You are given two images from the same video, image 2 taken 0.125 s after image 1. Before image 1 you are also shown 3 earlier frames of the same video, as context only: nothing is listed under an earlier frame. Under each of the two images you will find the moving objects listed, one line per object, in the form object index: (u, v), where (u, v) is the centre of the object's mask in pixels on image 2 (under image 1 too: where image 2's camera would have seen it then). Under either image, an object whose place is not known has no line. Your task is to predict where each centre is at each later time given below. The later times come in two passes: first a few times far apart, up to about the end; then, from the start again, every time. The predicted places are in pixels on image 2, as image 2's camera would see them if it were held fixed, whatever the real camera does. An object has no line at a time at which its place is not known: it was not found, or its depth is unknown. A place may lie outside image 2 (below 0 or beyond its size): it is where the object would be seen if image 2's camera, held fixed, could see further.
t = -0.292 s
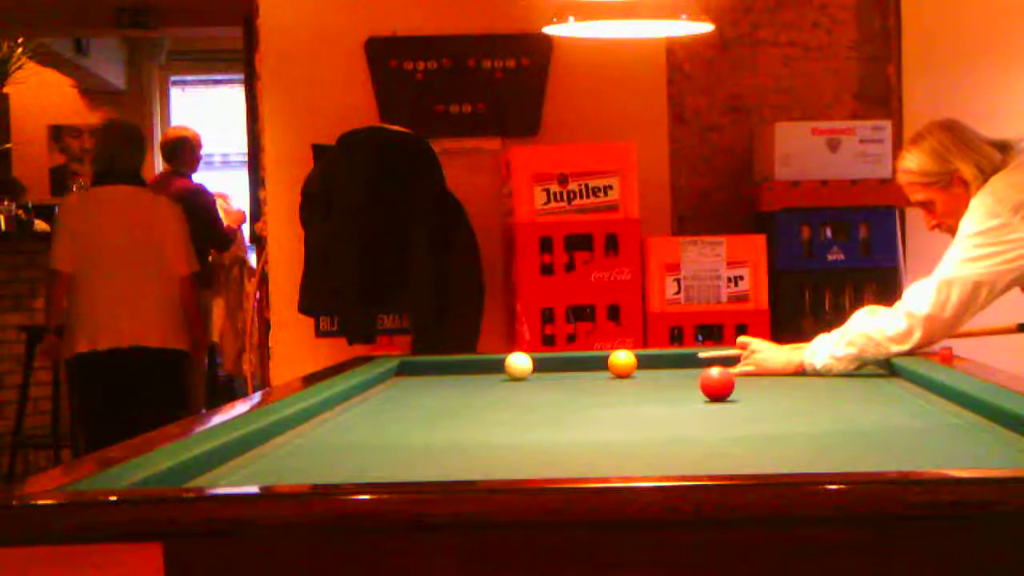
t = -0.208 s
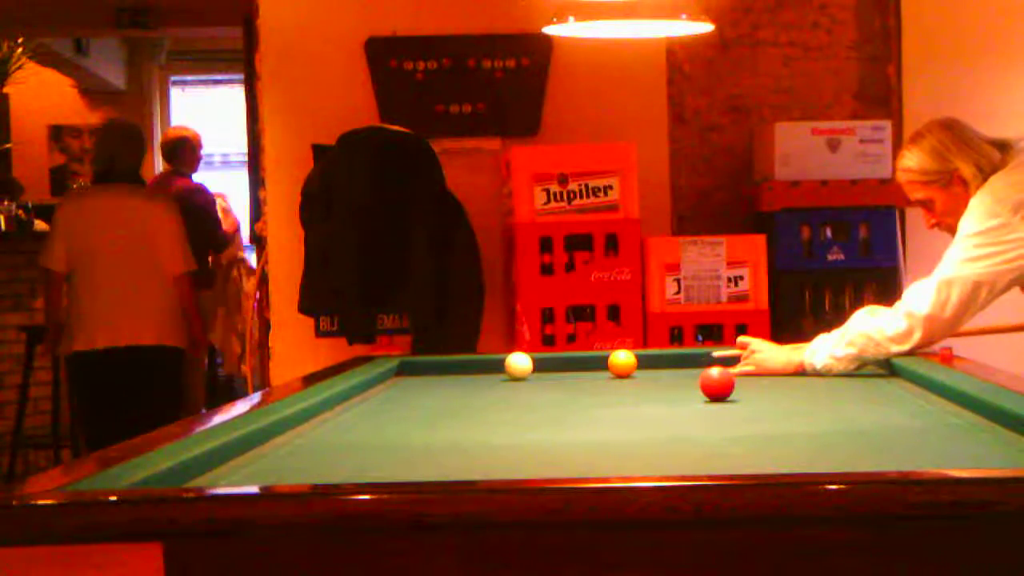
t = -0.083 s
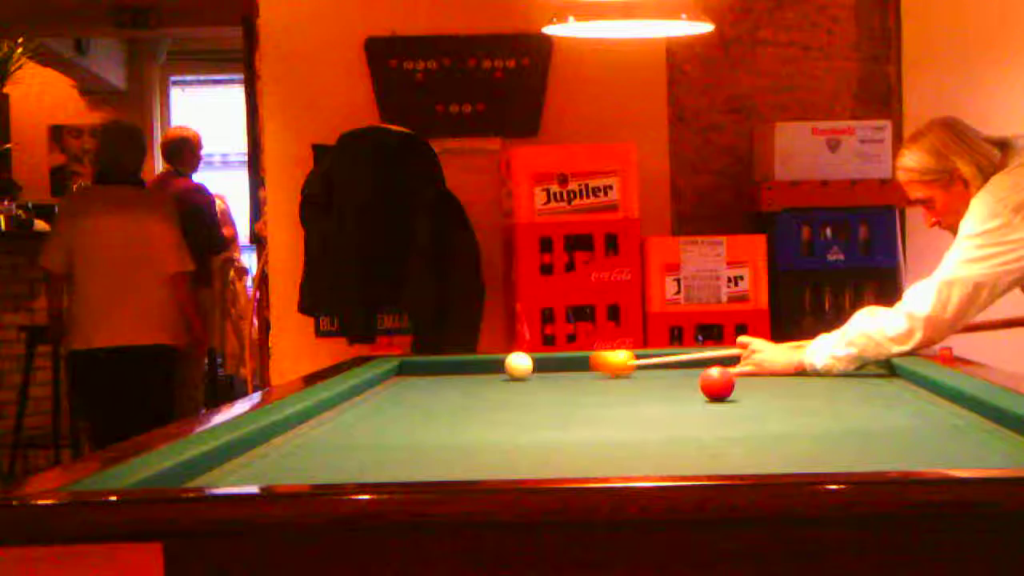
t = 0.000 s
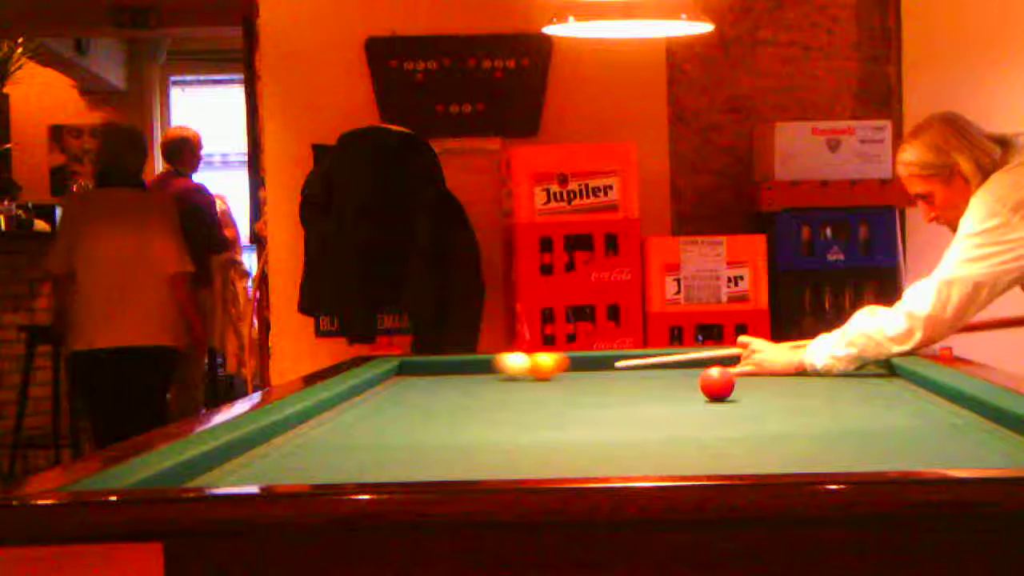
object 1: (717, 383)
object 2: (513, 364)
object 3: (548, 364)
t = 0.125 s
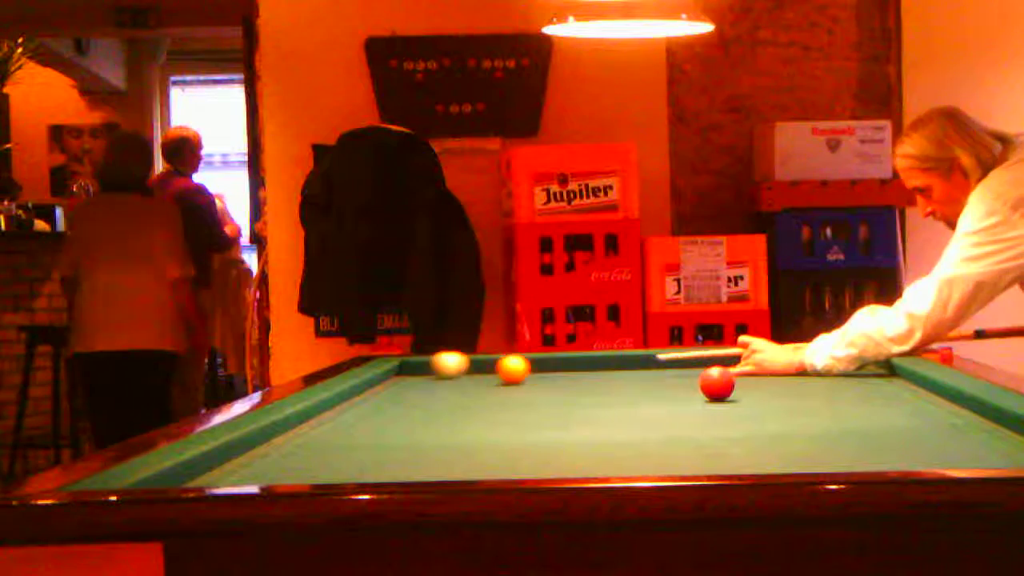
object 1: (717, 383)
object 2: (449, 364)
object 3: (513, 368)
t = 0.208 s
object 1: (717, 383)
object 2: (416, 364)
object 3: (493, 371)
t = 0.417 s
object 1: (717, 383)
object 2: (460, 361)
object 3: (440, 377)
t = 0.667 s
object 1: (717, 383)
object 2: (515, 363)
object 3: (373, 385)
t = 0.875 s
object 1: (717, 383)
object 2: (563, 363)
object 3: (377, 392)
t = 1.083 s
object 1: (717, 383)
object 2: (612, 363)
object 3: (395, 398)
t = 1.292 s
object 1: (717, 383)
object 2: (661, 363)
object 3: (416, 406)
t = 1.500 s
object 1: (717, 383)
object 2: (711, 360)
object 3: (438, 414)
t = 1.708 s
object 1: (717, 383)
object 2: (762, 364)
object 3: (461, 423)
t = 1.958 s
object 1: (717, 383)
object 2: (824, 365)
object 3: (493, 435)
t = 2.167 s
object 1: (717, 383)
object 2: (876, 365)
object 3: (523, 447)
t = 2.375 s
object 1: (717, 383)
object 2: (859, 368)
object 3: (556, 457)
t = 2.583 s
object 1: (717, 383)
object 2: (831, 370)
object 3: (593, 465)
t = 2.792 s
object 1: (717, 382)
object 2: (804, 373)
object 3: (641, 463)
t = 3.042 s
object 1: (717, 383)
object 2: (771, 376)
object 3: (696, 456)
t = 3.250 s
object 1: (717, 383)
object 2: (746, 378)
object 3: (736, 450)
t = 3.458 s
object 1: (714, 384)
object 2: (725, 371)
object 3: (772, 443)
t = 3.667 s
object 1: (709, 385)
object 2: (693, 375)
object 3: (805, 435)
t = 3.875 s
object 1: (704, 386)
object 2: (678, 380)
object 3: (834, 427)
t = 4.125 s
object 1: (697, 387)
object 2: (662, 382)
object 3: (865, 419)
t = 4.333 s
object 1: (692, 388)
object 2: (646, 382)
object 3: (889, 413)
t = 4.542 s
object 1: (687, 389)
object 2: (631, 383)
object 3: (911, 408)
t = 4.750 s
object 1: (681, 390)
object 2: (617, 383)
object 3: (930, 403)
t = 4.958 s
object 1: (677, 391)
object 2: (604, 383)
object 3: (948, 399)
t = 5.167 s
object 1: (673, 391)
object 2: (591, 383)
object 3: (937, 396)
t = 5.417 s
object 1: (668, 392)
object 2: (577, 383)
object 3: (915, 394)
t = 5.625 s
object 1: (665, 392)
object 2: (567, 383)
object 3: (898, 392)
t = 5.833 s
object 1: (662, 393)
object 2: (557, 384)
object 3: (882, 390)
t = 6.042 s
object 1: (659, 393)
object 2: (549, 384)
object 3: (866, 389)
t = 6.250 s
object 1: (658, 394)
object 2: (541, 384)
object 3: (852, 388)
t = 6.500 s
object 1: (657, 394)
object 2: (533, 384)
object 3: (836, 386)
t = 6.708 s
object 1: (656, 394)
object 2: (527, 384)
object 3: (824, 385)
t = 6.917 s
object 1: (656, 394)
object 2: (521, 384)
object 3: (812, 384)
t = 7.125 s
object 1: (656, 394)
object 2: (517, 384)
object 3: (801, 383)
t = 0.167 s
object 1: (717, 383)
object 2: (432, 364)
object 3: (503, 370)
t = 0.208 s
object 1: (717, 383)
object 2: (416, 364)
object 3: (493, 371)
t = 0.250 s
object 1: (717, 383)
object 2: (418, 363)
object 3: (483, 373)
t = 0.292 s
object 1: (717, 383)
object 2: (430, 363)
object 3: (472, 373)
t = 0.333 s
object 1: (717, 383)
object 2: (438, 362)
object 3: (463, 375)
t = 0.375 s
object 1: (717, 383)
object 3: (452, 375)
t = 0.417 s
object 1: (717, 383)
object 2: (460, 361)
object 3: (440, 377)
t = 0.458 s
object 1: (717, 383)
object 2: (468, 363)
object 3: (430, 379)
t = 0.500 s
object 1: (717, 383)
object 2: (477, 363)
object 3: (419, 380)
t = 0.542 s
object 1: (717, 383)
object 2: (486, 363)
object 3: (407, 382)
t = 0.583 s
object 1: (717, 383)
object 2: (496, 363)
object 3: (396, 383)
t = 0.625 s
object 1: (717, 383)
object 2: (505, 363)
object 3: (385, 384)
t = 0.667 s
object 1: (717, 383)
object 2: (515, 363)
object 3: (373, 385)
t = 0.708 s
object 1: (717, 383)
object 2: (525, 363)
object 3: (365, 387)
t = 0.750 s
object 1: (717, 383)
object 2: (534, 363)
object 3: (367, 388)
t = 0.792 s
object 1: (717, 383)
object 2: (544, 363)
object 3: (370, 390)
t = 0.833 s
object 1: (717, 383)
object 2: (553, 363)
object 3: (374, 391)
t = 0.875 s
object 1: (717, 383)
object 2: (563, 363)
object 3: (377, 392)
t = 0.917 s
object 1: (717, 383)
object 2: (573, 364)
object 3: (381, 393)
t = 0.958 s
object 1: (717, 383)
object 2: (582, 364)
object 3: (385, 395)
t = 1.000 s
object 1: (717, 383)
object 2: (592, 363)
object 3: (388, 396)
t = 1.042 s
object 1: (717, 383)
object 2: (602, 363)
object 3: (392, 397)
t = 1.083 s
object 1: (717, 383)
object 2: (612, 363)
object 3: (395, 398)
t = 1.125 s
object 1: (717, 383)
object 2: (622, 363)
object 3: (399, 400)
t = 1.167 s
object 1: (717, 383)
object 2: (632, 363)
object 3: (403, 402)
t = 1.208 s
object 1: (717, 383)
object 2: (642, 363)
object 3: (407, 403)
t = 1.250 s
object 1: (717, 383)
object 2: (651, 363)
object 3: (412, 405)
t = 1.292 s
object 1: (717, 383)
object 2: (661, 363)
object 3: (416, 406)
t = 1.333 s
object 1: (717, 383)
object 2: (672, 364)
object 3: (420, 408)
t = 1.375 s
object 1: (717, 383)
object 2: (681, 363)
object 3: (424, 409)
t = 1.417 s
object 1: (717, 383)
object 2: (691, 363)
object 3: (429, 411)
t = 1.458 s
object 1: (717, 383)
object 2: (700, 362)
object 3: (433, 412)
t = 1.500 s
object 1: (717, 383)
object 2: (711, 360)
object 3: (438, 414)
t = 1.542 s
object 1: (717, 384)
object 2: (722, 361)
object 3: (442, 416)
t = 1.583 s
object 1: (717, 383)
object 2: (733, 362)
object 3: (447, 418)
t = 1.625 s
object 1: (717, 383)
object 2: (743, 363)
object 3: (451, 419)
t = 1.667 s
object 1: (717, 383)
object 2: (752, 364)
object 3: (456, 421)
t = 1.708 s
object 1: (717, 383)
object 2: (762, 364)
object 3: (461, 423)
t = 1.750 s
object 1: (717, 383)
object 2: (773, 364)
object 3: (466, 425)
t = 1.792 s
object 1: (717, 383)
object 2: (783, 364)
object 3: (472, 427)
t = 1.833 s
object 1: (717, 383)
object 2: (793, 365)
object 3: (477, 429)
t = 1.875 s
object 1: (717, 383)
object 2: (804, 364)
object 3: (482, 432)
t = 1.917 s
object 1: (717, 383)
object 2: (814, 365)
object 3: (487, 434)
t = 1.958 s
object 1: (717, 383)
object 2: (824, 365)
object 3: (493, 435)
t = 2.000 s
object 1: (717, 383)
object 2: (834, 365)
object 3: (499, 438)
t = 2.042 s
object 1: (717, 383)
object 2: (845, 365)
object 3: (505, 440)
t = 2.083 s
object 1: (717, 383)
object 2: (855, 365)
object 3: (511, 443)
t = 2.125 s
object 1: (717, 383)
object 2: (866, 365)
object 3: (517, 445)
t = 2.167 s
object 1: (717, 383)
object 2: (876, 365)
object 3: (523, 447)
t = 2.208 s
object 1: (717, 383)
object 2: (880, 366)
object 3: (529, 450)
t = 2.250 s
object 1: (717, 383)
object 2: (875, 366)
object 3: (536, 452)
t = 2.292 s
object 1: (717, 383)
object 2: (870, 367)
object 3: (542, 453)
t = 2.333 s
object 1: (717, 383)
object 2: (864, 367)
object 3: (549, 455)
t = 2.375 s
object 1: (717, 383)
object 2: (859, 368)
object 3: (556, 457)
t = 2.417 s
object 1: (717, 383)
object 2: (853, 368)
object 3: (564, 459)
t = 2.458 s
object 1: (717, 383)
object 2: (847, 369)
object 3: (571, 461)
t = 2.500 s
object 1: (717, 383)
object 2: (842, 369)
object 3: (578, 463)
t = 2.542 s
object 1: (717, 383)
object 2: (837, 370)
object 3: (586, 464)
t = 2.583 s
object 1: (717, 383)
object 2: (831, 370)
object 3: (593, 465)
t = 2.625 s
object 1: (717, 383)
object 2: (826, 371)
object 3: (601, 467)
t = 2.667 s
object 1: (717, 383)
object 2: (820, 371)
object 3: (611, 468)
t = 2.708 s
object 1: (717, 383)
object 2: (815, 372)
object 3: (621, 467)
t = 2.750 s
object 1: (717, 383)
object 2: (809, 372)
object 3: (631, 466)
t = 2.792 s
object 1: (717, 382)
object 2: (804, 373)
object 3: (641, 463)
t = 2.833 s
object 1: (717, 382)
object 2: (798, 373)
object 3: (651, 461)
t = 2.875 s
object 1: (717, 382)
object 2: (793, 374)
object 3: (660, 460)
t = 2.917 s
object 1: (717, 382)
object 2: (787, 374)
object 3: (669, 459)
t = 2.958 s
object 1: (717, 382)
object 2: (782, 375)
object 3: (678, 458)
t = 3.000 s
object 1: (717, 382)
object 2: (776, 375)
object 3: (687, 457)
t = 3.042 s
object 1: (717, 383)
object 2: (771, 376)
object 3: (696, 456)
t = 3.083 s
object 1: (717, 383)
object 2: (765, 376)
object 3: (705, 454)
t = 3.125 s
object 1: (717, 382)
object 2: (760, 377)
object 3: (713, 453)
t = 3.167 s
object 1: (717, 382)
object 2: (755, 377)
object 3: (721, 453)
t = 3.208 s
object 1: (717, 383)
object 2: (750, 378)
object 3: (729, 451)
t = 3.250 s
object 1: (717, 383)
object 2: (746, 378)
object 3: (736, 450)
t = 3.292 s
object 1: (716, 383)
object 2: (742, 378)
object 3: (744, 448)
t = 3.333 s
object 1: (716, 383)
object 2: (738, 376)
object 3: (752, 447)
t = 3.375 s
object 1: (716, 383)
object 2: (735, 374)
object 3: (759, 446)
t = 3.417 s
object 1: (715, 384)
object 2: (730, 373)
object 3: (766, 444)
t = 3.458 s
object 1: (714, 384)
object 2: (725, 371)
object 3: (772, 443)
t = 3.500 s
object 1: (713, 384)
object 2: (721, 369)
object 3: (779, 441)
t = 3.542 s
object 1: (712, 382)
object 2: (706, 369)
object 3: (786, 440)
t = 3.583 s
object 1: (711, 384)
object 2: (701, 370)
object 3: (792, 438)
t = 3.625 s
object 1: (711, 385)
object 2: (696, 373)
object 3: (799, 436)
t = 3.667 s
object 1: (709, 385)
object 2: (693, 375)
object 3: (805, 435)
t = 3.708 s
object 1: (709, 385)
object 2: (690, 377)
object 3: (811, 433)
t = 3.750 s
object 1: (707, 385)
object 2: (687, 378)
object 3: (817, 432)
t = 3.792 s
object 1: (706, 385)
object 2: (684, 379)
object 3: (823, 430)
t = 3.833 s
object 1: (705, 386)
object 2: (681, 380)
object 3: (829, 429)
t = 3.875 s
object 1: (704, 386)
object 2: (678, 380)
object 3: (834, 427)
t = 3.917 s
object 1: (703, 386)
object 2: (676, 381)
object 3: (840, 426)
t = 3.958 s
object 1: (702, 386)
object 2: (673, 381)
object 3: (845, 425)
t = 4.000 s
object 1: (700, 386)
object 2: (670, 381)
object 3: (850, 423)
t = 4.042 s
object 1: (699, 387)
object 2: (667, 381)
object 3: (856, 422)
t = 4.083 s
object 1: (698, 387)
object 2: (664, 382)
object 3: (860, 421)
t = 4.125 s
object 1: (697, 387)
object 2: (662, 382)
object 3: (865, 419)
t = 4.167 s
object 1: (696, 387)
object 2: (658, 382)
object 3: (870, 418)
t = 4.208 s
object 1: (695, 387)
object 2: (655, 382)
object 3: (875, 417)
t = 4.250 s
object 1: (694, 388)
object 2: (652, 382)
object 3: (880, 416)
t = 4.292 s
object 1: (693, 388)
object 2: (649, 382)
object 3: (885, 414)
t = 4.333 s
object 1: (692, 388)
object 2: (646, 382)
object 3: (889, 413)
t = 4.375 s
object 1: (691, 388)
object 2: (643, 382)
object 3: (894, 412)
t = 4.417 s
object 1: (689, 388)
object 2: (640, 382)
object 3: (898, 412)
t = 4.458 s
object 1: (688, 389)
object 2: (637, 382)
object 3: (902, 410)
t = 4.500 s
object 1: (687, 389)
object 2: (634, 382)
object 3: (907, 409)
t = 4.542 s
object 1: (687, 389)
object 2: (631, 383)
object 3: (911, 408)
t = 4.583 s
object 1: (685, 389)
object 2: (628, 382)
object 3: (915, 407)
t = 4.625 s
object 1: (684, 389)
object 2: (625, 383)
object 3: (919, 406)
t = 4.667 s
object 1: (683, 389)
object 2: (622, 383)
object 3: (922, 405)
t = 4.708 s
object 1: (683, 389)
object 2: (619, 383)
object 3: (926, 404)
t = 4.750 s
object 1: (681, 390)
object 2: (617, 383)
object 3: (930, 403)
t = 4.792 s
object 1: (681, 390)
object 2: (614, 383)
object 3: (934, 402)
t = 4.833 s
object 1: (680, 390)
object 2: (611, 383)
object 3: (938, 402)
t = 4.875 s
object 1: (679, 390)
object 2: (609, 383)
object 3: (941, 401)
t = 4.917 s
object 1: (678, 391)
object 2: (606, 383)
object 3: (945, 400)
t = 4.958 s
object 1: (677, 391)
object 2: (604, 383)
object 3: (948, 399)
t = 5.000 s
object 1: (676, 391)
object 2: (601, 383)
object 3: (951, 398)
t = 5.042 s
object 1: (675, 391)
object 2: (598, 383)
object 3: (948, 397)
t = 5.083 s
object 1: (674, 391)
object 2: (596, 383)
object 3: (944, 397)
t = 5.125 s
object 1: (674, 391)
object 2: (594, 383)
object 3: (941, 396)
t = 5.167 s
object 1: (673, 391)
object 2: (591, 383)
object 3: (937, 396)
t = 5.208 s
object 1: (672, 391)
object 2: (588, 383)
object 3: (933, 395)
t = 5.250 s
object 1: (671, 391)
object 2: (586, 383)
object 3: (930, 395)
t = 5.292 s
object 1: (670, 391)
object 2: (584, 383)
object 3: (926, 395)
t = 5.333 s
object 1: (670, 391)
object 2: (582, 383)
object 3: (922, 394)
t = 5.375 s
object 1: (669, 391)
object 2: (579, 383)
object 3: (918, 394)
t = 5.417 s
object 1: (668, 392)
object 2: (577, 383)
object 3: (915, 394)
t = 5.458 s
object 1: (667, 392)
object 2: (575, 383)
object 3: (911, 393)
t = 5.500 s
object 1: (667, 392)
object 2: (573, 384)
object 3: (908, 393)
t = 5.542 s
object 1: (666, 392)
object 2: (571, 383)
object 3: (905, 393)
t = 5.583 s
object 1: (665, 392)
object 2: (569, 383)
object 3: (901, 392)
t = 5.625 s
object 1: (665, 392)
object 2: (567, 383)
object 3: (898, 392)
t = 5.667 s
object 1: (664, 392)
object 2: (565, 384)
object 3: (894, 392)
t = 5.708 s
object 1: (663, 393)
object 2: (563, 384)
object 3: (892, 391)
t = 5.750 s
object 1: (663, 393)
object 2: (561, 384)
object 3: (888, 391)
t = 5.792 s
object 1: (662, 393)
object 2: (559, 384)
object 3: (885, 391)
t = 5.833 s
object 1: (662, 393)
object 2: (557, 384)
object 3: (882, 390)
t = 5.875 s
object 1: (661, 393)
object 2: (555, 384)
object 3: (879, 390)
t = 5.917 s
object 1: (661, 393)
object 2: (554, 384)
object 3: (875, 390)
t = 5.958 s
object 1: (660, 393)
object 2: (552, 384)
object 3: (872, 390)
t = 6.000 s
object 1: (660, 393)
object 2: (550, 384)
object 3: (869, 389)
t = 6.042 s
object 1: (659, 393)
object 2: (549, 384)
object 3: (866, 389)
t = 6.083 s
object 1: (659, 394)
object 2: (547, 384)
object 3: (864, 389)
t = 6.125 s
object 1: (659, 394)
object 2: (546, 384)
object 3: (861, 388)
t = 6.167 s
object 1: (658, 394)
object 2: (544, 384)
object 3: (857, 388)
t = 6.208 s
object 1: (658, 394)
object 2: (542, 384)
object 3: (855, 388)
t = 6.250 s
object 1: (658, 394)
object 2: (541, 384)
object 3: (852, 388)
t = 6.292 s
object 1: (657, 394)
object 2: (539, 384)
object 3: (849, 387)
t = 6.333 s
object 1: (657, 394)
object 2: (538, 384)
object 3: (847, 387)
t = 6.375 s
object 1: (657, 394)
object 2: (537, 384)
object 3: (844, 387)
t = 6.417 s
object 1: (657, 394)
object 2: (535, 384)
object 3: (841, 387)
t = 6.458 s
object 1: (657, 394)
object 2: (534, 384)
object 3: (839, 386)
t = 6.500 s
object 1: (657, 394)
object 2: (533, 384)
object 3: (836, 386)
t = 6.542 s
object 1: (656, 394)
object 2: (531, 384)
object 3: (833, 386)
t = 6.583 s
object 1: (656, 394)
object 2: (530, 384)
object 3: (831, 386)
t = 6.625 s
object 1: (656, 394)
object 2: (529, 384)
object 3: (828, 386)
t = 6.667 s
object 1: (656, 394)
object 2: (528, 384)
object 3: (826, 385)
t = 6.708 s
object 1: (656, 394)
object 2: (527, 384)
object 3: (824, 385)
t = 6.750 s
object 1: (656, 394)
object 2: (525, 384)
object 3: (821, 385)
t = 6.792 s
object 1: (656, 394)
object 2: (524, 384)
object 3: (819, 384)
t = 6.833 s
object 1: (656, 394)
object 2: (523, 384)
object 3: (817, 384)
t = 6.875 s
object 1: (656, 394)
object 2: (522, 384)
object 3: (814, 384)
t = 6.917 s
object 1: (656, 394)
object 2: (521, 384)
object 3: (812, 384)
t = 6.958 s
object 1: (656, 394)
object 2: (520, 384)
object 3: (810, 384)
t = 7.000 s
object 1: (656, 394)
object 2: (519, 384)
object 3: (808, 384)
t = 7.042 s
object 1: (656, 394)
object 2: (518, 384)
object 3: (805, 383)
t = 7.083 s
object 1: (656, 394)
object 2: (517, 384)
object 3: (803, 383)
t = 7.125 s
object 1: (656, 394)
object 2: (517, 384)
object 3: (801, 383)
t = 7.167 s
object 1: (656, 394)
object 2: (516, 384)
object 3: (799, 383)
